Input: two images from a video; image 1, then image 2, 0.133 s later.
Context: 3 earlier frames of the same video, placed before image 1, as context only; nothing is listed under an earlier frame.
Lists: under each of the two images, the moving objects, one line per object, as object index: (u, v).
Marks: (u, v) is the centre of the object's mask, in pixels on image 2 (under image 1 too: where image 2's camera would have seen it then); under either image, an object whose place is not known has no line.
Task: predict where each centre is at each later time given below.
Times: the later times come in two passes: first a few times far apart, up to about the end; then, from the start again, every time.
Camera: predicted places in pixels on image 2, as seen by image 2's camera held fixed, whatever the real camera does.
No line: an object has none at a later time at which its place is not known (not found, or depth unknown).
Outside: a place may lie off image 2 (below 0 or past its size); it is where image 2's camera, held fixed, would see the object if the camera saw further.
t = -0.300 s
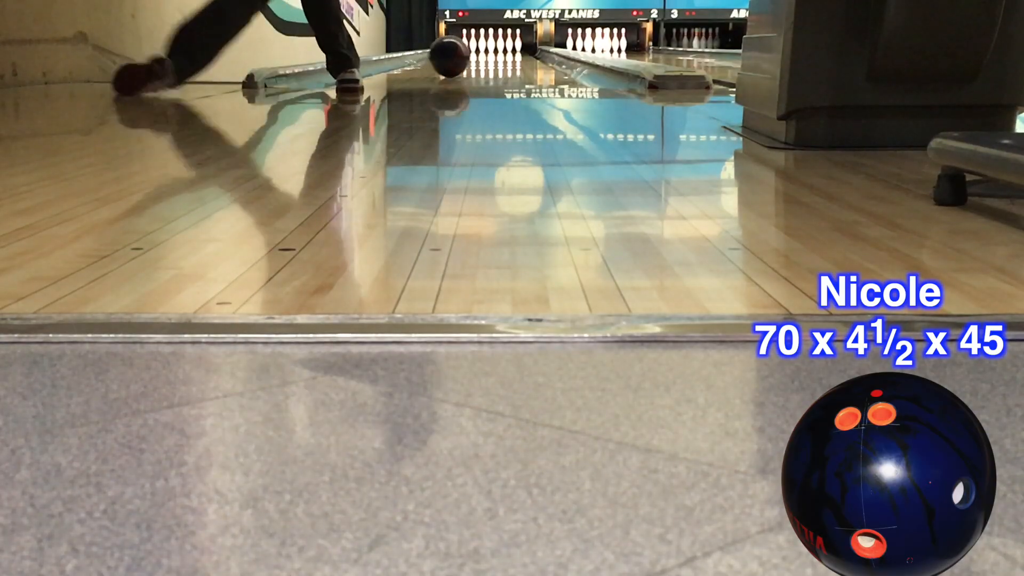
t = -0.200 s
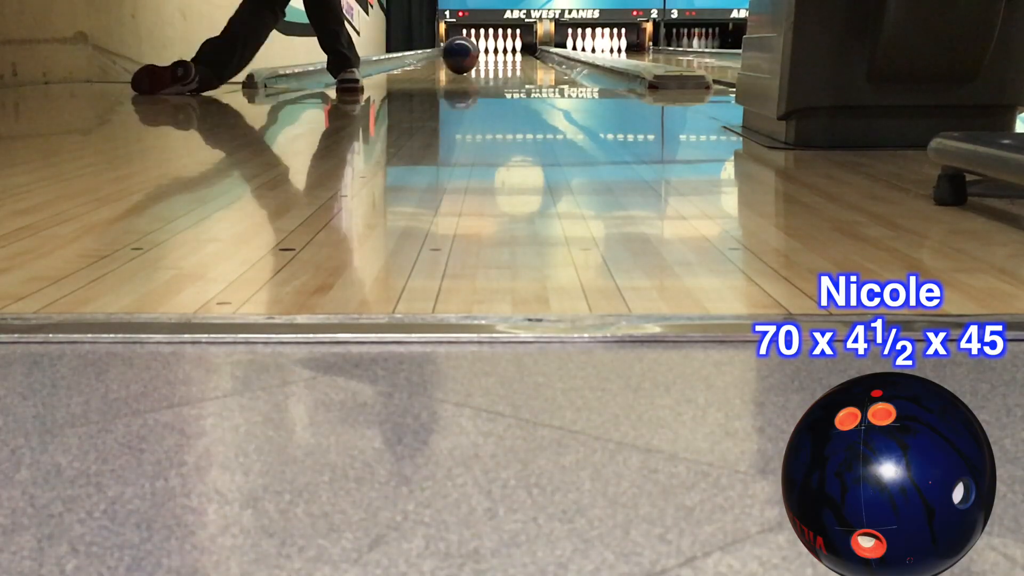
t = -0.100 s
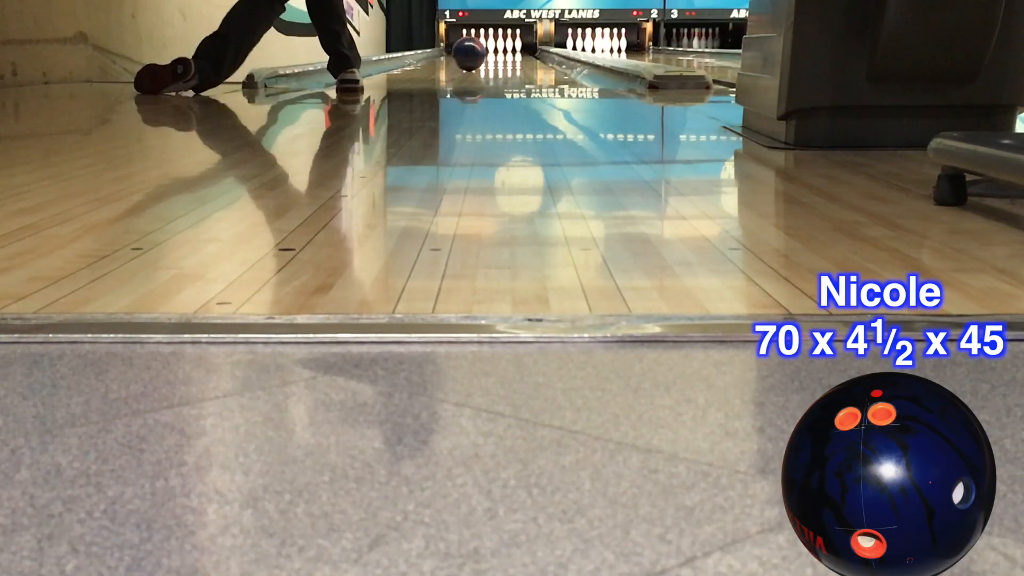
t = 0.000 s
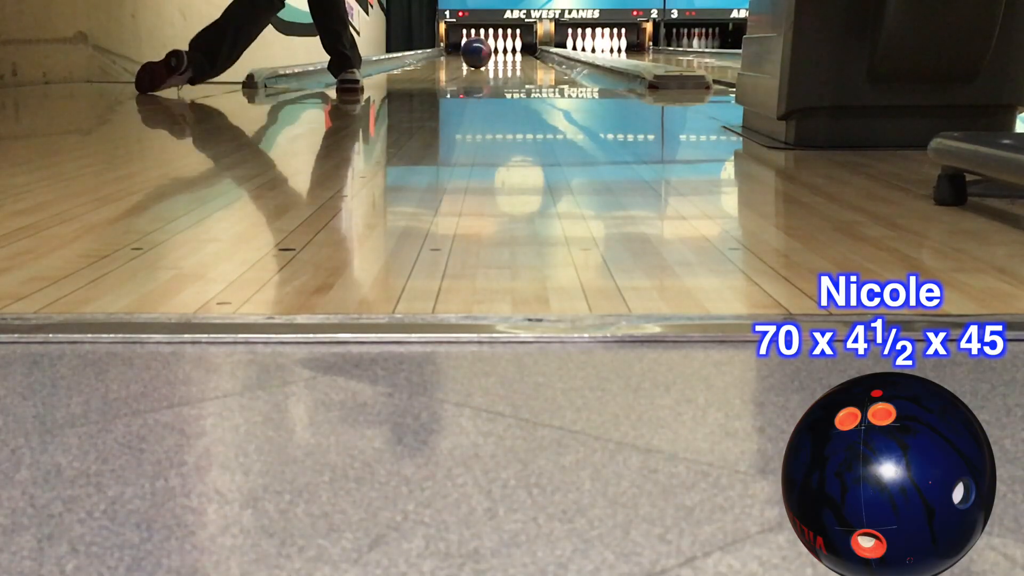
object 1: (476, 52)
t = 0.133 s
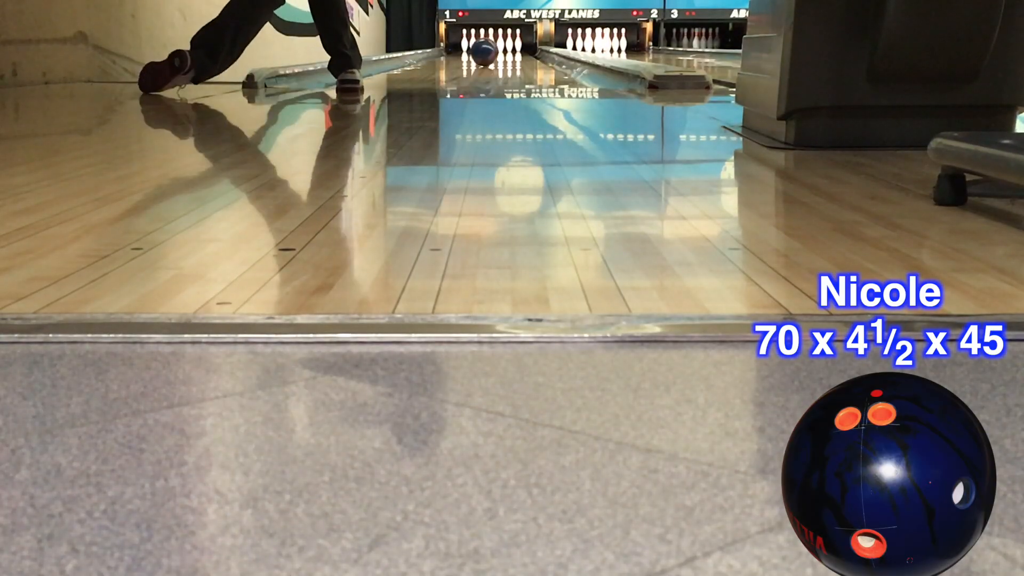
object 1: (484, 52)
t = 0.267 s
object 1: (491, 51)
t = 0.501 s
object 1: (499, 49)
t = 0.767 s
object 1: (506, 48)
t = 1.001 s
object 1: (509, 47)
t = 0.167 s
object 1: (486, 51)
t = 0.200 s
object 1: (488, 51)
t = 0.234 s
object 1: (489, 51)
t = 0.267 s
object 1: (491, 51)
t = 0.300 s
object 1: (492, 50)
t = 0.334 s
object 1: (494, 50)
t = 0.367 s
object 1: (495, 50)
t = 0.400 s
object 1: (496, 50)
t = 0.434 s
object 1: (497, 49)
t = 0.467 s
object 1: (498, 49)
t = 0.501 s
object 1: (499, 49)
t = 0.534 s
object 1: (500, 49)
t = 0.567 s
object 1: (501, 49)
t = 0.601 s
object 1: (502, 48)
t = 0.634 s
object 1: (503, 48)
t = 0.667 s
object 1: (504, 48)
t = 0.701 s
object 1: (504, 48)
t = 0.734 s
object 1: (505, 48)
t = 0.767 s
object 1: (506, 48)
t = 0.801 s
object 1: (506, 48)
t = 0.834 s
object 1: (507, 48)
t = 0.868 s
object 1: (508, 47)
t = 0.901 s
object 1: (508, 47)
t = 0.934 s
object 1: (509, 47)
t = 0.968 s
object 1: (509, 47)
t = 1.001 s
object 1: (509, 47)
